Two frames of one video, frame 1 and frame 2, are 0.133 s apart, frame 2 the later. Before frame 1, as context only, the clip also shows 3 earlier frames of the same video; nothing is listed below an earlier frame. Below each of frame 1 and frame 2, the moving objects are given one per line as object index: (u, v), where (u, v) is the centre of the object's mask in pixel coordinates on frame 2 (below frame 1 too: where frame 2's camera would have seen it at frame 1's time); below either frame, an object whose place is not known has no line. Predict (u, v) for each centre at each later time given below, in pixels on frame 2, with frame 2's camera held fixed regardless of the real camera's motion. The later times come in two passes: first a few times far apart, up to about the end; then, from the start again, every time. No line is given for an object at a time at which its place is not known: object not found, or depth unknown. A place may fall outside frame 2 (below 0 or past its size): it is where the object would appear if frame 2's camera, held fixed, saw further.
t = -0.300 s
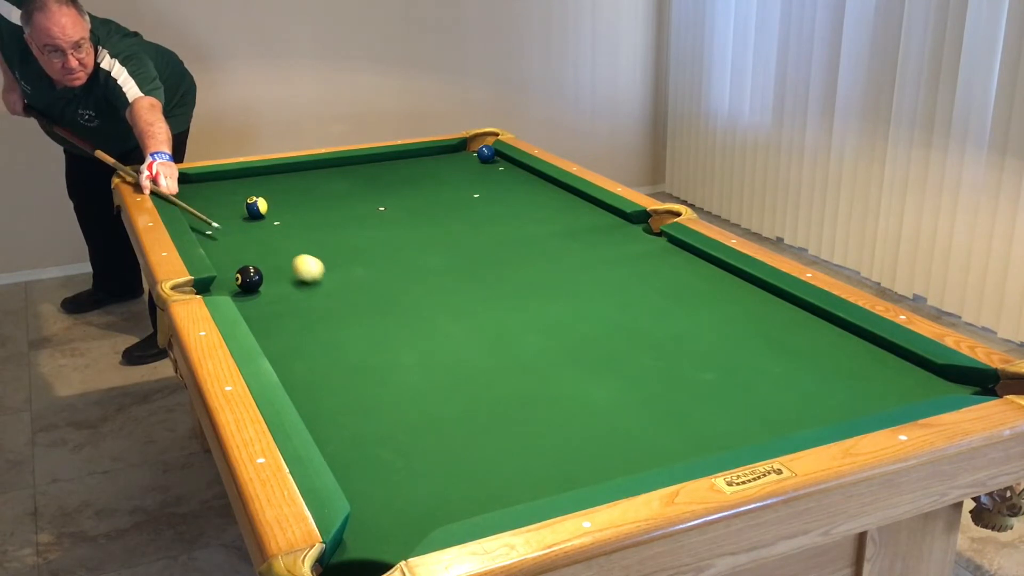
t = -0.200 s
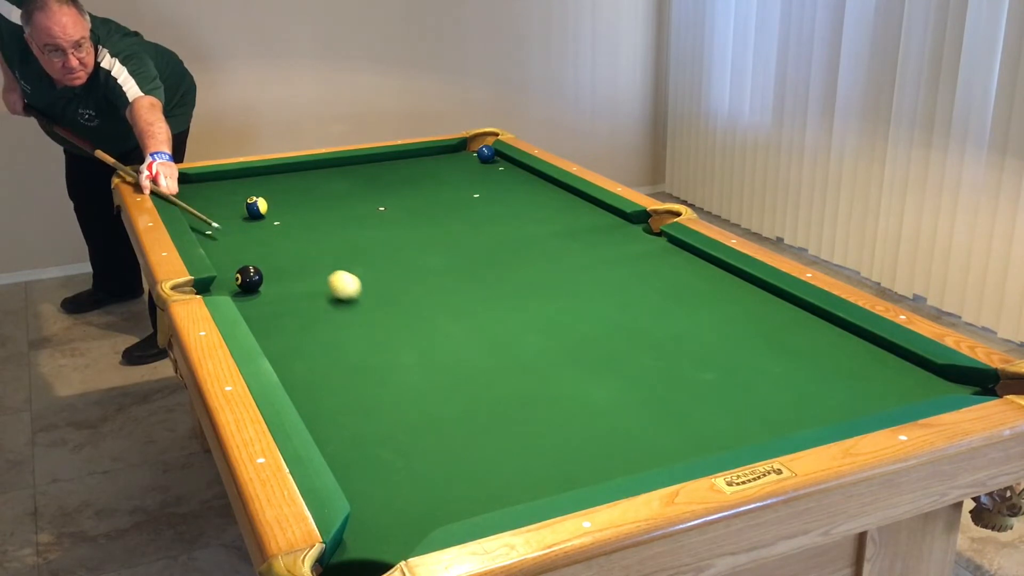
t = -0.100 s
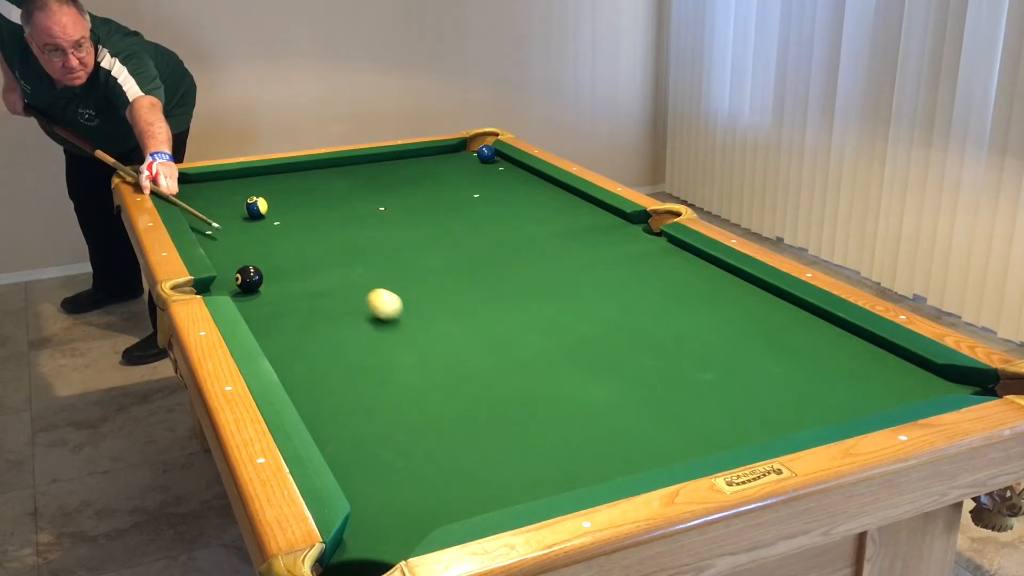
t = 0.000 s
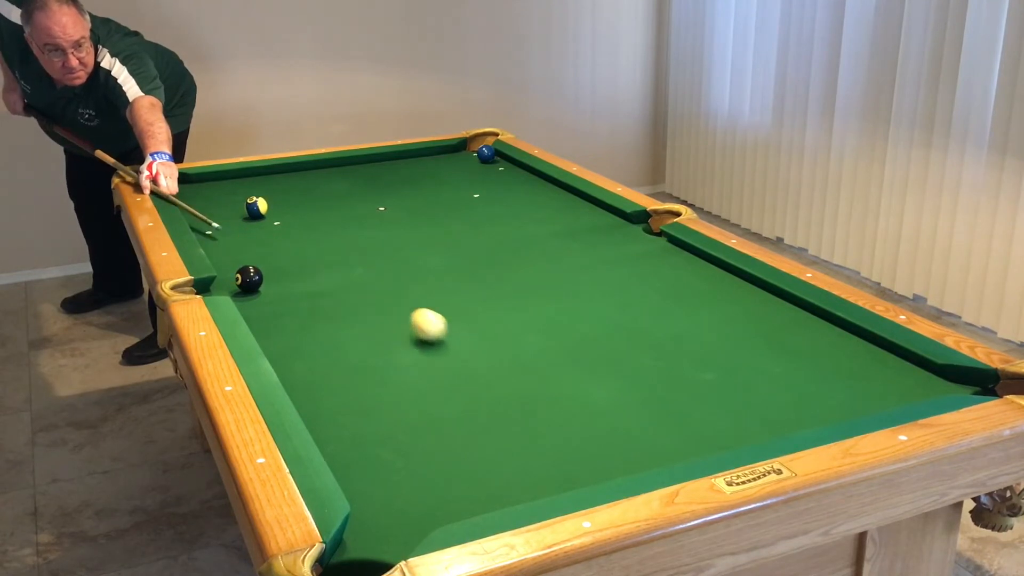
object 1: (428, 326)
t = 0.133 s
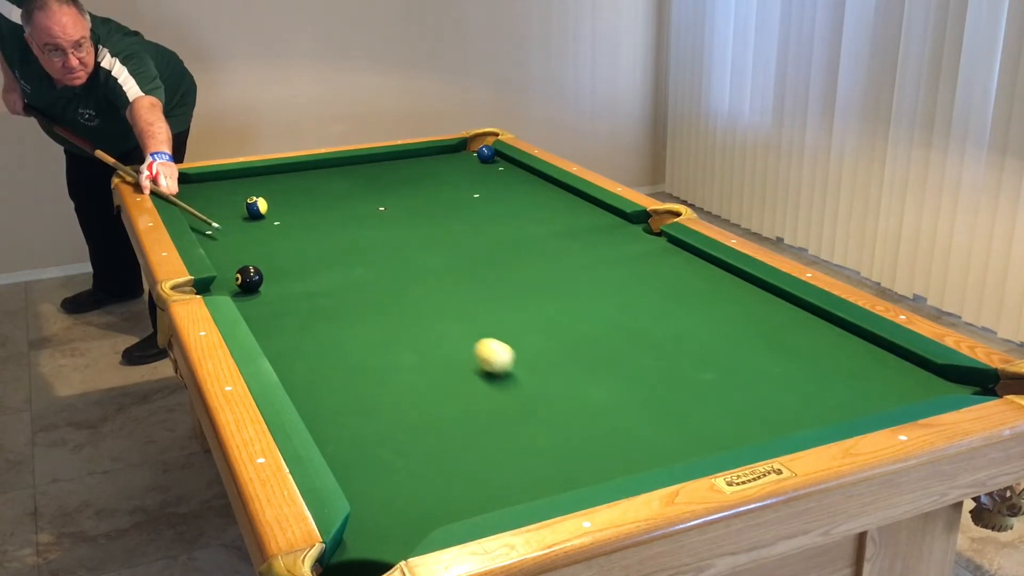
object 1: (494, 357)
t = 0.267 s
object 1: (571, 392)
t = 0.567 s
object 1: (668, 414)
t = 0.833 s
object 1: (635, 358)
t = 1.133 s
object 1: (606, 308)
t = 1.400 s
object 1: (586, 274)
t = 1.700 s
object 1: (567, 242)
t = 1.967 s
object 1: (553, 219)
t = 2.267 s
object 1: (540, 197)
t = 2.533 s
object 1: (530, 181)
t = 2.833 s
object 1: (515, 166)
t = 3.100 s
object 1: (490, 158)
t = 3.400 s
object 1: (472, 157)
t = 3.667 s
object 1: (458, 156)
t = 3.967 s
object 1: (444, 156)
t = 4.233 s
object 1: (433, 155)
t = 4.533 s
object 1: (423, 155)
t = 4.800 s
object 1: (415, 154)
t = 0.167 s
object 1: (513, 365)
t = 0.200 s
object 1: (531, 374)
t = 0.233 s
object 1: (551, 383)
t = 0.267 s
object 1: (571, 392)
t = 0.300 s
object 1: (592, 402)
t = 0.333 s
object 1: (613, 412)
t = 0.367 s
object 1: (636, 423)
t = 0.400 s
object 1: (660, 434)
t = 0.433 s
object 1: (683, 443)
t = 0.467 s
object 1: (690, 442)
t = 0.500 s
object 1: (683, 433)
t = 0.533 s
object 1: (675, 424)
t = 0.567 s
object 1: (668, 414)
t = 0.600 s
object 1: (663, 406)
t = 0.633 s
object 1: (659, 398)
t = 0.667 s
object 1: (655, 391)
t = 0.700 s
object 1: (650, 384)
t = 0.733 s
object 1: (646, 377)
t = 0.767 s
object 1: (642, 370)
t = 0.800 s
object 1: (639, 364)
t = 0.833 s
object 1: (635, 358)
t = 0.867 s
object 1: (631, 352)
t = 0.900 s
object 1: (628, 346)
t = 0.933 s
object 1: (625, 340)
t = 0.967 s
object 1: (621, 334)
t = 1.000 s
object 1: (618, 329)
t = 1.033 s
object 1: (615, 323)
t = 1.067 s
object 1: (612, 318)
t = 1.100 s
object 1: (609, 313)
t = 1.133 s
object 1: (606, 308)
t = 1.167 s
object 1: (604, 303)
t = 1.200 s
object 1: (601, 299)
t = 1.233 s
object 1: (598, 295)
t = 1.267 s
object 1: (596, 290)
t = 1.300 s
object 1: (593, 286)
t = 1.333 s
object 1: (591, 282)
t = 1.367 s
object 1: (588, 278)
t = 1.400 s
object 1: (586, 274)
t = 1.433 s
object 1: (584, 270)
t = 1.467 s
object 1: (581, 266)
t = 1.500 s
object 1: (579, 262)
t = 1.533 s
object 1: (577, 259)
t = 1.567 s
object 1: (575, 255)
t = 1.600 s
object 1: (573, 252)
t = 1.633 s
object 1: (571, 249)
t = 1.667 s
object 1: (569, 245)
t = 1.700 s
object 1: (567, 242)
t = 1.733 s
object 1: (565, 239)
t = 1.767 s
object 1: (563, 236)
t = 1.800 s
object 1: (562, 233)
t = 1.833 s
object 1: (560, 230)
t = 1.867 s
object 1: (558, 227)
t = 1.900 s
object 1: (557, 224)
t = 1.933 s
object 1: (555, 222)
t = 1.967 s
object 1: (553, 219)
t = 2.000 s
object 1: (552, 216)
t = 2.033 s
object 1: (550, 214)
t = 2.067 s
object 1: (549, 211)
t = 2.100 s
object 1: (547, 209)
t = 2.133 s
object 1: (546, 206)
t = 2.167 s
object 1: (544, 204)
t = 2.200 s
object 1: (543, 202)
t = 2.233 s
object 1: (541, 200)
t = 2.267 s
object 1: (540, 197)
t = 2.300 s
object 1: (539, 195)
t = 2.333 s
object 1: (537, 193)
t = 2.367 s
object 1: (536, 191)
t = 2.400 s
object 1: (535, 189)
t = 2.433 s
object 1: (533, 187)
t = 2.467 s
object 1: (532, 185)
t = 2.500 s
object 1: (531, 183)
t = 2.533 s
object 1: (530, 181)
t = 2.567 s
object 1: (528, 179)
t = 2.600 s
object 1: (527, 177)
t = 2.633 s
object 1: (526, 175)
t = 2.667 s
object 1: (525, 174)
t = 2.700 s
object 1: (524, 172)
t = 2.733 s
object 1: (522, 170)
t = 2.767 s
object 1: (521, 168)
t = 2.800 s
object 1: (518, 167)
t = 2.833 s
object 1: (515, 166)
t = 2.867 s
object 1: (512, 165)
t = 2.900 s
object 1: (509, 164)
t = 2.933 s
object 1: (505, 163)
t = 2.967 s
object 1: (502, 162)
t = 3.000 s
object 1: (499, 161)
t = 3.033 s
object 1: (495, 159)
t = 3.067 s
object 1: (493, 158)
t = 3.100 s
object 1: (490, 158)
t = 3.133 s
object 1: (488, 158)
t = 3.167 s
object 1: (486, 158)
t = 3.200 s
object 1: (484, 158)
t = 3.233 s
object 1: (482, 157)
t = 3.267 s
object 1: (480, 157)
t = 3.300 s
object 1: (478, 157)
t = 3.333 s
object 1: (476, 157)
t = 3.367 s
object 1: (474, 157)
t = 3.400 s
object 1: (472, 157)
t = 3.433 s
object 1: (470, 157)
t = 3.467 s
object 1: (468, 157)
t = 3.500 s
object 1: (466, 157)
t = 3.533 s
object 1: (464, 157)
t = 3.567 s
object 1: (463, 156)
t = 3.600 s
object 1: (461, 156)
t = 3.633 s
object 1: (459, 156)
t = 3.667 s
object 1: (458, 156)
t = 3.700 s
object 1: (456, 156)
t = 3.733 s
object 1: (454, 156)
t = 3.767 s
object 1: (453, 156)
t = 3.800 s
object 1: (451, 156)
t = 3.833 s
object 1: (450, 156)
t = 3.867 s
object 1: (448, 156)
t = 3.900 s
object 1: (447, 156)
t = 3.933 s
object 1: (445, 156)
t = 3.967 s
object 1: (444, 156)
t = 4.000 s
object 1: (442, 156)
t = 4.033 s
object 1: (441, 155)
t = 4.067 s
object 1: (439, 155)
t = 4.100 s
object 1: (438, 155)
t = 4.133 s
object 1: (437, 155)
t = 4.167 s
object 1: (435, 155)
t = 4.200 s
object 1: (434, 155)
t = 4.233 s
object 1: (433, 155)
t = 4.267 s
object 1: (432, 155)
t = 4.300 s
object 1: (430, 155)
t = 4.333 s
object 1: (429, 155)
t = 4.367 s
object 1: (428, 155)
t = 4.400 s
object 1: (427, 155)
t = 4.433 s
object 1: (426, 155)
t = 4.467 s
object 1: (425, 155)
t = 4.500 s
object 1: (424, 155)
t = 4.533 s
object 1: (423, 155)
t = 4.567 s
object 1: (422, 155)
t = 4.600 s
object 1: (420, 155)
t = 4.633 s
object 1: (420, 155)
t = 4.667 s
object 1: (419, 155)
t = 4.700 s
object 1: (417, 154)
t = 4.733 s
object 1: (417, 154)
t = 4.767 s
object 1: (416, 154)
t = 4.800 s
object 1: (415, 154)
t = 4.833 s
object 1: (414, 154)
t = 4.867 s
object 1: (414, 154)
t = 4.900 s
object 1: (413, 154)
